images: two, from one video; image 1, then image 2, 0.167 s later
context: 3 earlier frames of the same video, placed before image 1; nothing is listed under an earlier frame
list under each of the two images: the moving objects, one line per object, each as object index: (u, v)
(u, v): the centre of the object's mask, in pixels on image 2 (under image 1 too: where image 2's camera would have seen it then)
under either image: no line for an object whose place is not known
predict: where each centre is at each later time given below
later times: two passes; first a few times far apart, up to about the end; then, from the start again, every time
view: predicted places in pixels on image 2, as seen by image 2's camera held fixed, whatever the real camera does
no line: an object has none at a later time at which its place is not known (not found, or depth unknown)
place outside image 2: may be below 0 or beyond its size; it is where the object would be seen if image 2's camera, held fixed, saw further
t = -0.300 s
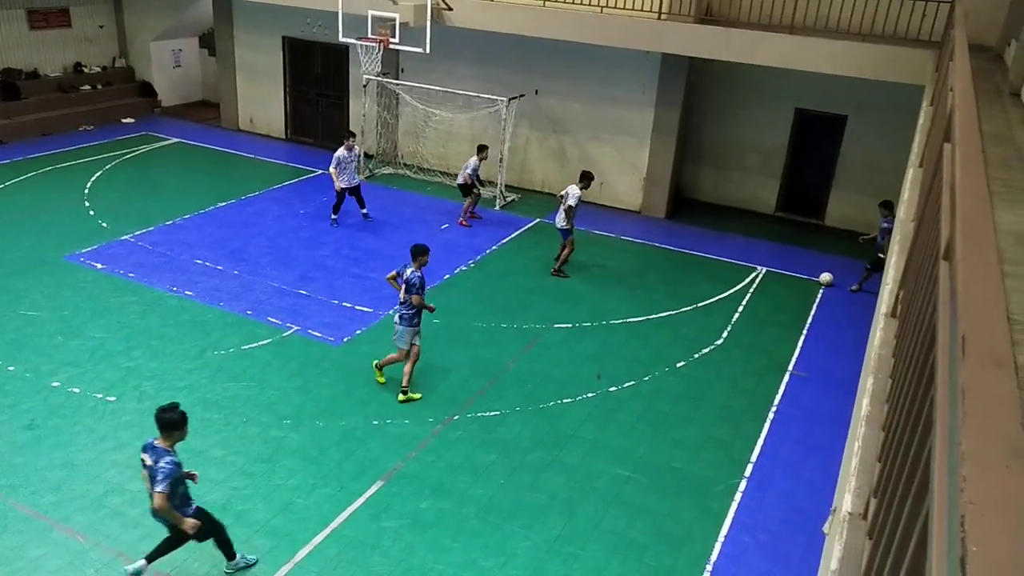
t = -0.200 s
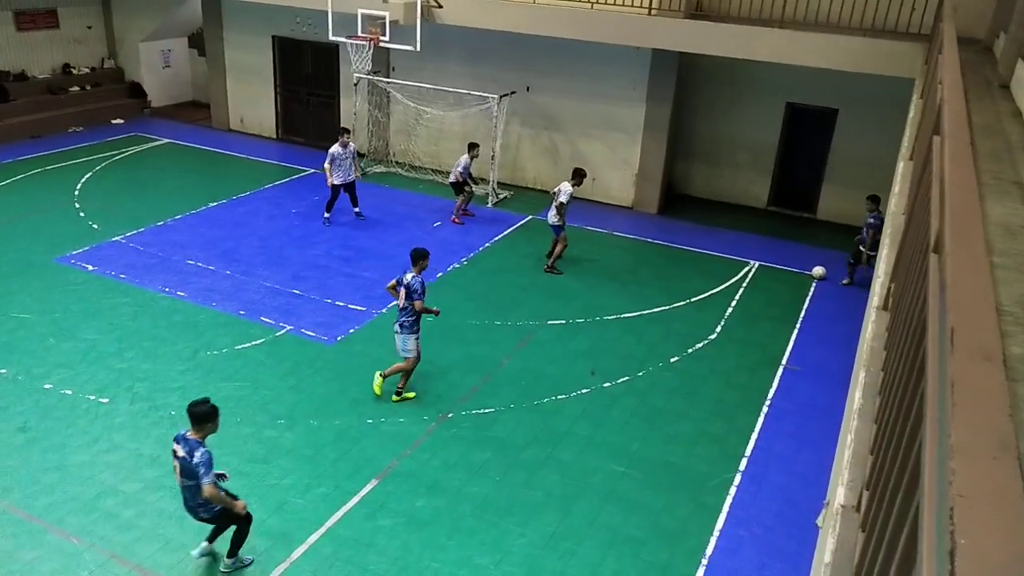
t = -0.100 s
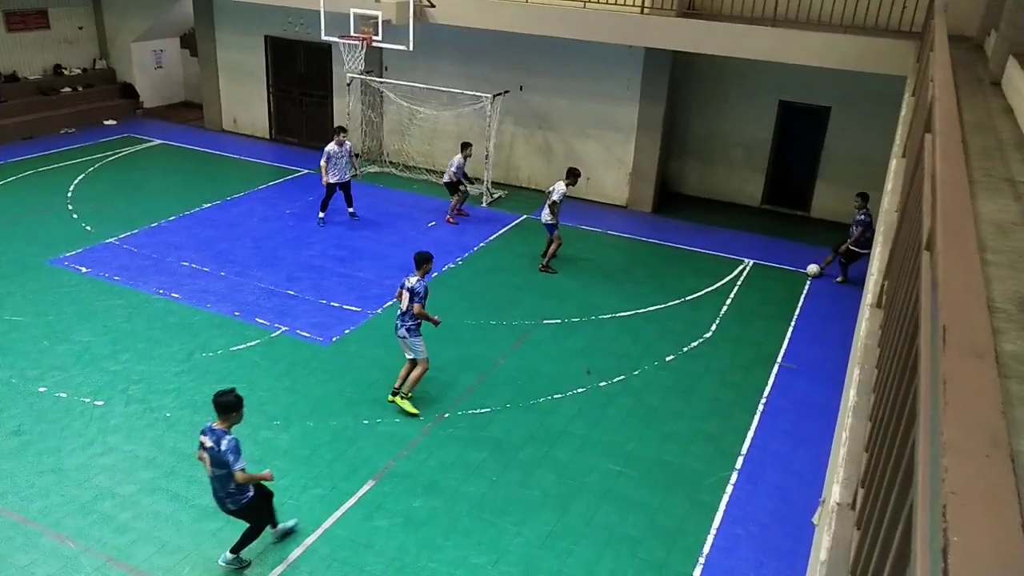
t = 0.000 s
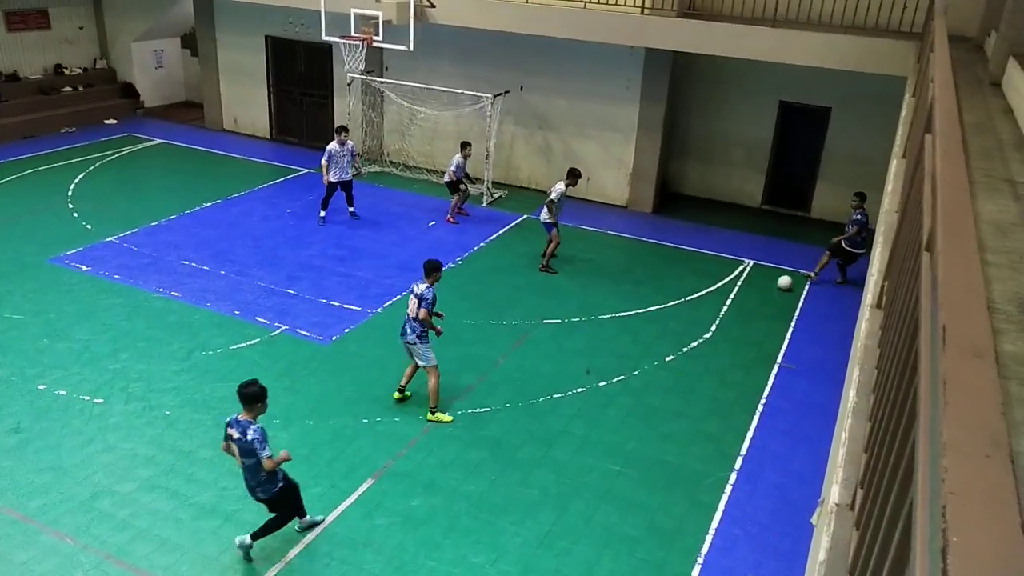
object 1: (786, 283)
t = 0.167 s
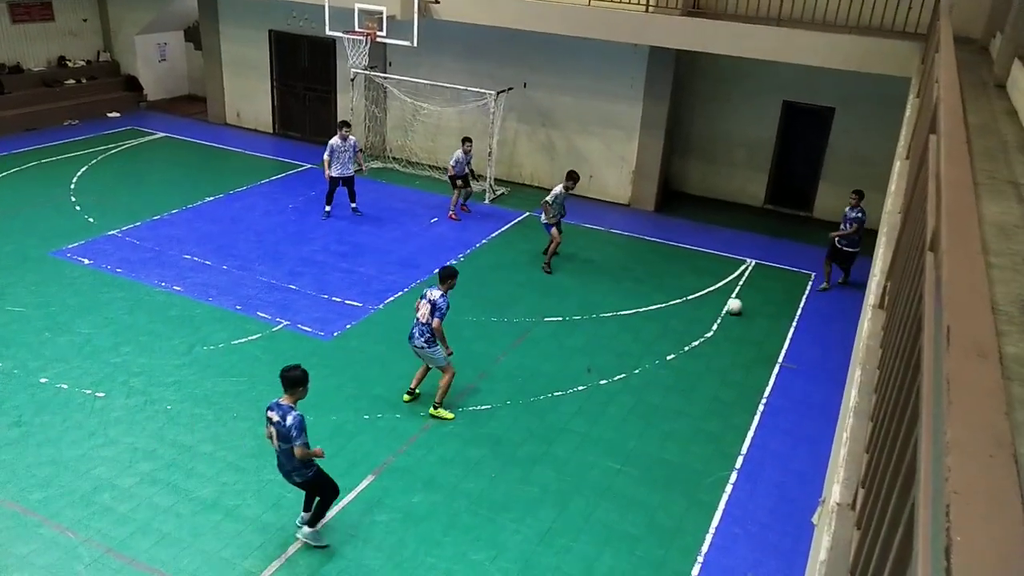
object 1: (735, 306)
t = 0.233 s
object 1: (714, 315)
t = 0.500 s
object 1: (634, 351)
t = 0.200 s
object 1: (724, 311)
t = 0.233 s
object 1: (714, 315)
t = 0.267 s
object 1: (704, 320)
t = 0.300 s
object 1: (694, 325)
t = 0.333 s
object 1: (684, 329)
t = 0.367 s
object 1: (673, 335)
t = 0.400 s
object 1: (664, 339)
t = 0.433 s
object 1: (654, 343)
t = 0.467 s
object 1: (644, 348)
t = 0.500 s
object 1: (634, 351)
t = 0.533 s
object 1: (624, 355)
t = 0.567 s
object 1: (614, 359)
